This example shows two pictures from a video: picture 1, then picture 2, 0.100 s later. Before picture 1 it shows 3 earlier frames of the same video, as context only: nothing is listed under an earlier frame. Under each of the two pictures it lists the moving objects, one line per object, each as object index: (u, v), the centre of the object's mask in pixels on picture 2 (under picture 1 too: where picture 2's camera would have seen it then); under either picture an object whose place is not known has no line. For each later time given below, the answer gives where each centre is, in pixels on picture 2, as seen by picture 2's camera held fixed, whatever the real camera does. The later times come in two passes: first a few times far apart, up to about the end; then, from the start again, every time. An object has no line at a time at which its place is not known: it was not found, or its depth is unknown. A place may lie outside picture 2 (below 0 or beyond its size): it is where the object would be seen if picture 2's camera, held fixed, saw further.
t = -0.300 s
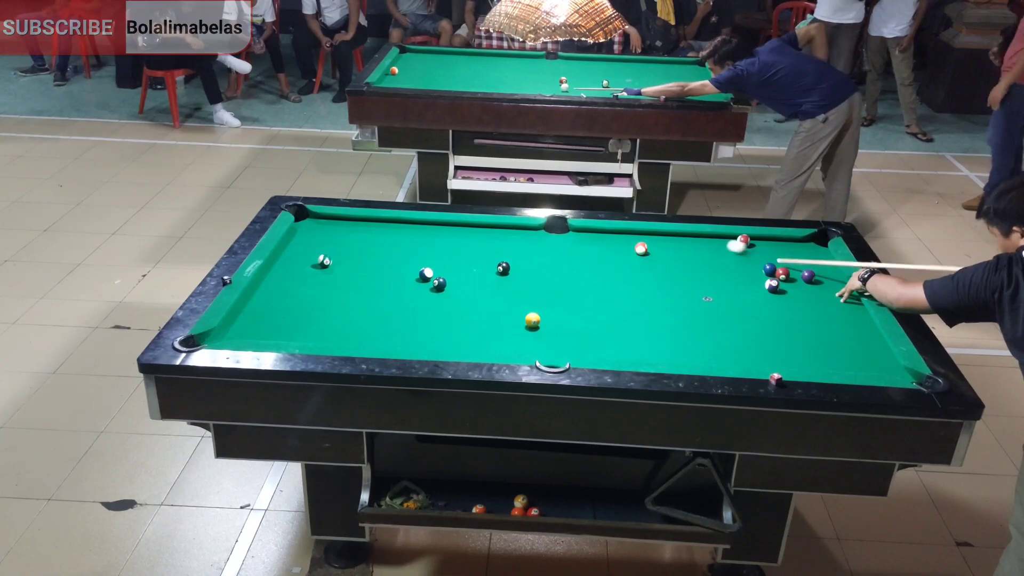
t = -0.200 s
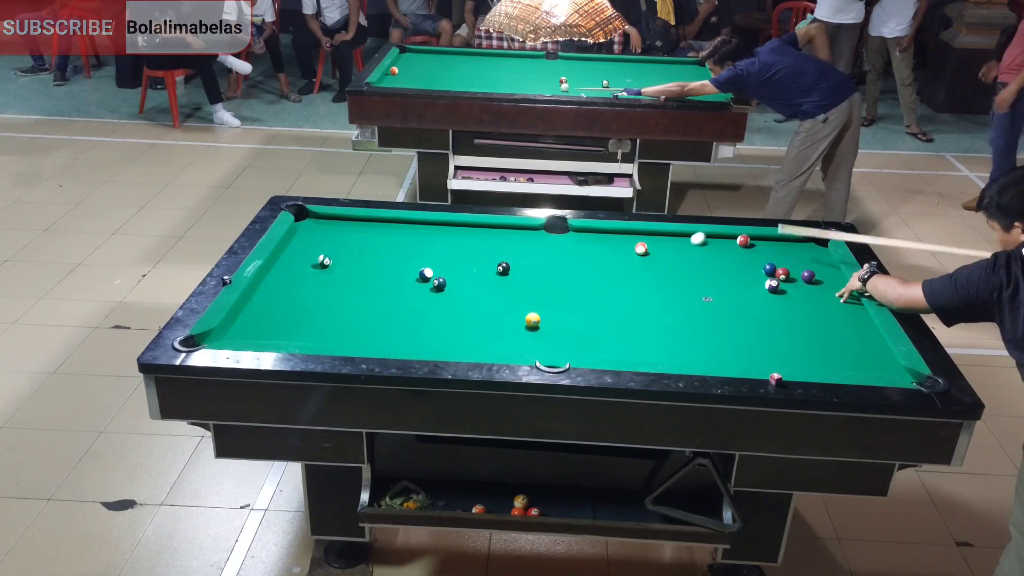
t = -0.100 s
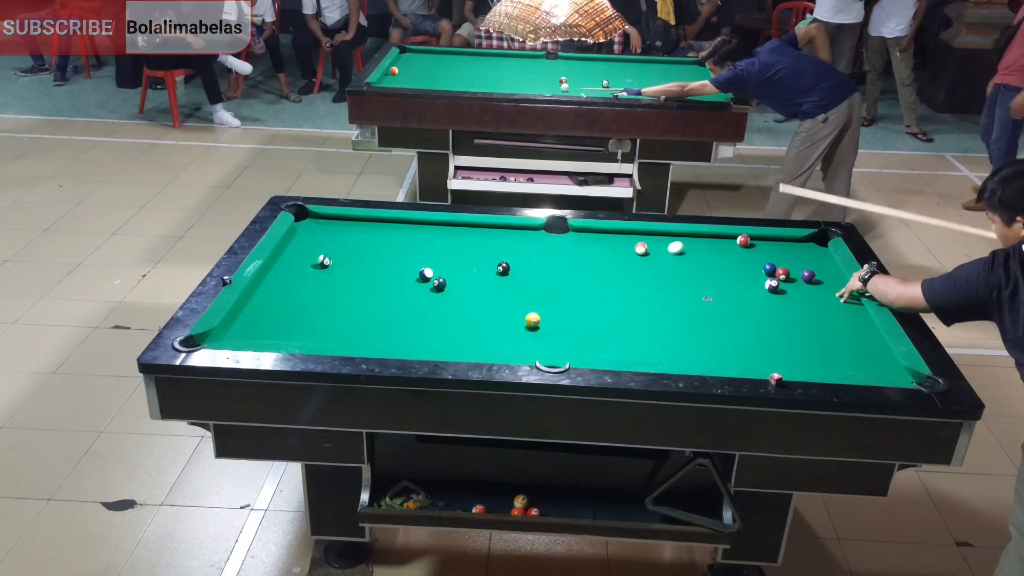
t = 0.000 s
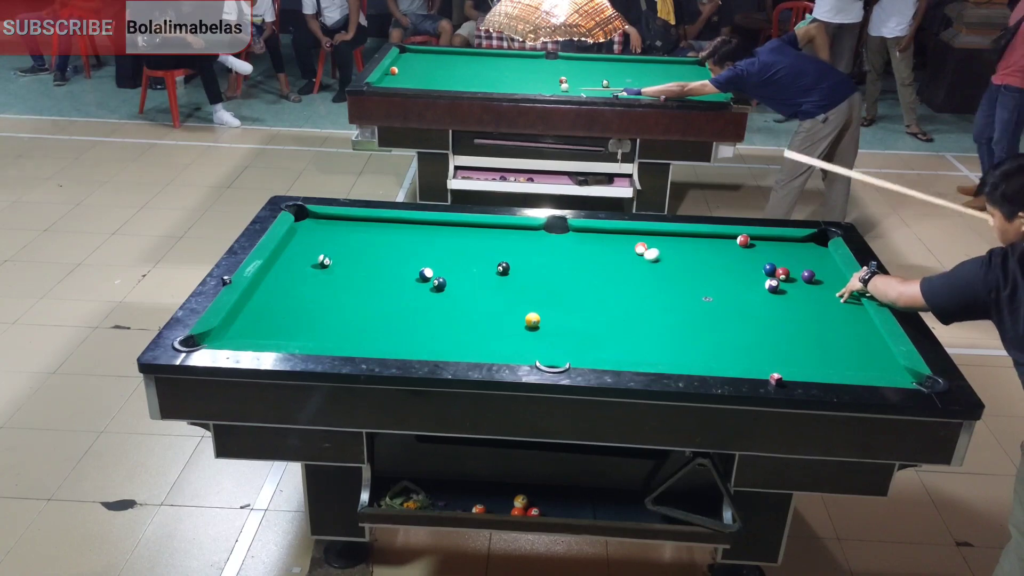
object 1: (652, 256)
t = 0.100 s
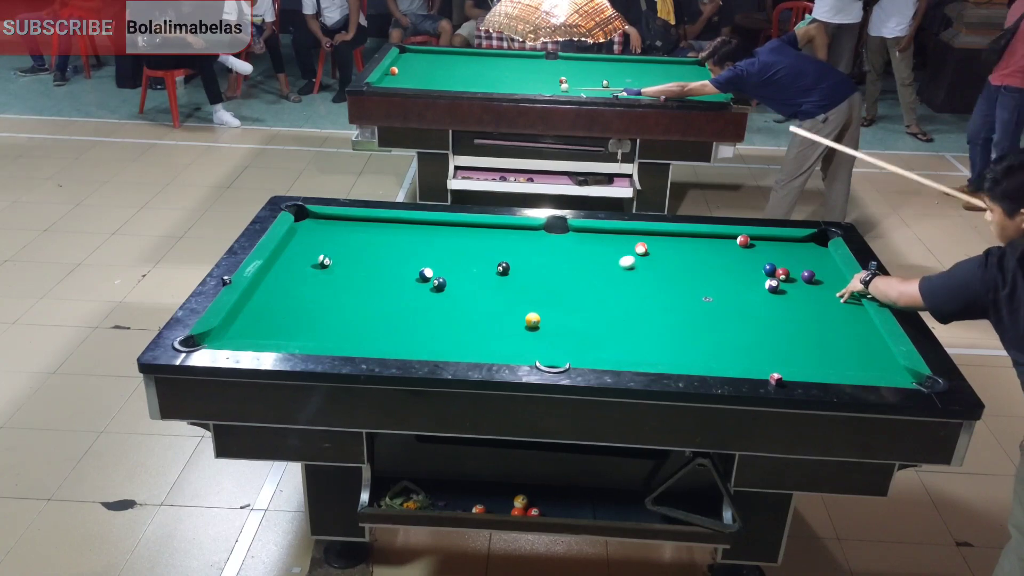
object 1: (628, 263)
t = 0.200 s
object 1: (602, 270)
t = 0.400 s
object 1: (552, 285)
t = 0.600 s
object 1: (498, 301)
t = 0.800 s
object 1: (442, 318)
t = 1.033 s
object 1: (373, 337)
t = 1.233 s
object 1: (330, 337)
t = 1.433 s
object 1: (303, 325)
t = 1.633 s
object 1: (278, 315)
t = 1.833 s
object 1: (256, 305)
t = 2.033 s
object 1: (254, 298)
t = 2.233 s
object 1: (272, 294)
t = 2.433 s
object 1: (288, 291)
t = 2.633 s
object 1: (301, 287)
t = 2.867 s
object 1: (313, 284)
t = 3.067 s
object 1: (322, 282)
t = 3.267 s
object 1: (329, 280)
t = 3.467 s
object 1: (334, 280)
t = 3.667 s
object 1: (337, 279)
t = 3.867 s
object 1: (340, 279)
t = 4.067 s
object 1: (340, 279)
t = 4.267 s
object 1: (340, 279)
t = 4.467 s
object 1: (340, 279)
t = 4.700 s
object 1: (341, 278)
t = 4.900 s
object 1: (340, 279)
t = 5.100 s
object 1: (341, 279)
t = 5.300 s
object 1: (340, 279)
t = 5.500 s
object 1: (341, 279)
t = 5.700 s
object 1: (340, 279)
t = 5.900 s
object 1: (340, 279)
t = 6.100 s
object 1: (340, 279)
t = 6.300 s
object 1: (340, 279)
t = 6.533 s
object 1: (340, 279)
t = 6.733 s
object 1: (340, 279)
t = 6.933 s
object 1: (340, 279)
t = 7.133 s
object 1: (340, 279)
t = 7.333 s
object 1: (340, 279)
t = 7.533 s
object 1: (340, 279)
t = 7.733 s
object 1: (340, 279)
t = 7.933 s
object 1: (340, 279)
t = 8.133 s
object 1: (340, 279)
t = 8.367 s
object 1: (340, 279)
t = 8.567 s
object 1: (340, 279)
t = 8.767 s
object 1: (340, 278)
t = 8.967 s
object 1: (340, 279)
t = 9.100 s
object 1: (340, 278)
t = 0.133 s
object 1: (619, 265)
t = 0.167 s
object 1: (611, 267)
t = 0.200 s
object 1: (602, 270)
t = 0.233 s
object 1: (594, 272)
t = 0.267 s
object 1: (586, 275)
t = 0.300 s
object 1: (577, 277)
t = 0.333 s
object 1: (569, 280)
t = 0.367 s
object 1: (561, 282)
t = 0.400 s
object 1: (552, 285)
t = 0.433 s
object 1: (543, 287)
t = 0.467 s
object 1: (534, 290)
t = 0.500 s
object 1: (525, 292)
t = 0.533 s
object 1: (516, 295)
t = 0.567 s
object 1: (507, 298)
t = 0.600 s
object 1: (498, 301)
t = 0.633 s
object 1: (489, 303)
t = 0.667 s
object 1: (480, 306)
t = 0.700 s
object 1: (471, 309)
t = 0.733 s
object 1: (462, 312)
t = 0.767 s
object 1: (452, 314)
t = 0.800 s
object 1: (442, 318)
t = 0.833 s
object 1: (433, 320)
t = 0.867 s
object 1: (423, 323)
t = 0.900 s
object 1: (413, 326)
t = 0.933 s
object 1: (403, 329)
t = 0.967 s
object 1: (393, 332)
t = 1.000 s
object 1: (383, 335)
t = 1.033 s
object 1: (373, 337)
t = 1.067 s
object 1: (363, 339)
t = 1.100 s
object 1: (354, 341)
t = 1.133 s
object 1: (344, 342)
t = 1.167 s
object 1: (340, 340)
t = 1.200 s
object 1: (335, 338)
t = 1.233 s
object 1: (330, 337)
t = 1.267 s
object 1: (325, 335)
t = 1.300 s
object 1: (320, 333)
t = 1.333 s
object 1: (316, 331)
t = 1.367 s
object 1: (311, 329)
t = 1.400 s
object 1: (307, 327)
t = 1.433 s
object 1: (303, 325)
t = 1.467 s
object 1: (298, 324)
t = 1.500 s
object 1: (294, 322)
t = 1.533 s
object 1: (290, 320)
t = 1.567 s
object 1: (286, 318)
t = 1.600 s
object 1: (282, 316)
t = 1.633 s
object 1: (278, 315)
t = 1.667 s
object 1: (274, 313)
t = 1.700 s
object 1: (271, 311)
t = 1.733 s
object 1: (267, 310)
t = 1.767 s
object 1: (263, 308)
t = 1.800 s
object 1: (260, 306)
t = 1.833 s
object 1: (256, 305)
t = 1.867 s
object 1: (253, 303)
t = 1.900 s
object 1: (249, 302)
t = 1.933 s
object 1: (246, 300)
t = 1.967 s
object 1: (248, 299)
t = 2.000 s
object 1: (251, 298)
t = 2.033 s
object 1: (254, 298)
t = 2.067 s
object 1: (257, 297)
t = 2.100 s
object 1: (260, 296)
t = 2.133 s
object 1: (263, 296)
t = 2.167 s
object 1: (266, 295)
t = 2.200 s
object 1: (269, 295)
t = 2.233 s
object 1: (272, 294)
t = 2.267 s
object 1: (275, 293)
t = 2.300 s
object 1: (278, 293)
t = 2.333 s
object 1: (280, 292)
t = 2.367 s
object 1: (283, 292)
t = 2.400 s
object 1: (285, 291)
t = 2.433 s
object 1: (288, 291)
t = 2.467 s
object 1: (290, 290)
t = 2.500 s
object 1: (292, 289)
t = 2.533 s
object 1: (294, 289)
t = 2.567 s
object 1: (297, 288)
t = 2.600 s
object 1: (299, 288)
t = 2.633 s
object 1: (301, 287)
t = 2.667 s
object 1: (303, 287)
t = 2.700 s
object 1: (305, 286)
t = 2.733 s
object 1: (307, 286)
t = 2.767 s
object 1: (308, 286)
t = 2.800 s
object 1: (310, 285)
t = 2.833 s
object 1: (312, 285)
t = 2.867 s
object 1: (313, 284)
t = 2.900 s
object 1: (315, 284)
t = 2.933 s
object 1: (316, 283)
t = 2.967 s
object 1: (318, 283)
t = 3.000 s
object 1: (319, 283)
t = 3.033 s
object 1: (321, 282)
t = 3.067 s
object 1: (322, 282)
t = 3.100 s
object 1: (323, 281)
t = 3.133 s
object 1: (325, 281)
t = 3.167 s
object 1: (326, 281)
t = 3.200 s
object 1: (327, 281)
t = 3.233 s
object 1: (328, 281)
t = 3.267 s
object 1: (329, 280)
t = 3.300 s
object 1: (330, 280)
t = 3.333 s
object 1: (331, 280)
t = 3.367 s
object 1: (332, 280)
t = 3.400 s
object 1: (332, 280)
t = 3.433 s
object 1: (333, 280)
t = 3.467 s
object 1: (334, 280)
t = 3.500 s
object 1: (335, 279)
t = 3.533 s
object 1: (335, 279)
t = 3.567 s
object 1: (336, 279)
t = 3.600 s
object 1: (336, 279)
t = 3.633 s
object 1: (337, 279)
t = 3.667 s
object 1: (337, 279)
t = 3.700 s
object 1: (338, 279)
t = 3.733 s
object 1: (338, 279)
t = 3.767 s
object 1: (338, 279)
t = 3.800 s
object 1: (339, 279)
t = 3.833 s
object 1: (339, 279)
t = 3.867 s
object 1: (340, 279)
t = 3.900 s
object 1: (340, 279)
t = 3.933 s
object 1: (340, 279)
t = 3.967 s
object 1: (340, 279)
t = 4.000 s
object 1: (340, 279)
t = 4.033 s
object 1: (340, 279)
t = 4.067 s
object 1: (340, 279)
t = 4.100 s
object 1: (340, 279)
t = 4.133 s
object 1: (340, 279)
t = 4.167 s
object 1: (340, 279)
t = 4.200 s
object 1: (340, 279)
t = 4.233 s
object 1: (340, 279)
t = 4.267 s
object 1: (340, 279)
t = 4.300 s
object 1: (340, 279)
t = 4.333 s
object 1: (340, 279)
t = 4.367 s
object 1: (340, 279)
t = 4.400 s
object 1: (340, 279)
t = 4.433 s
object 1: (340, 279)
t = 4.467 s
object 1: (340, 279)
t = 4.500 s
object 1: (341, 278)
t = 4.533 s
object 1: (341, 278)
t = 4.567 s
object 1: (341, 278)
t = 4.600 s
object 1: (341, 279)
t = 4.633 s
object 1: (341, 279)
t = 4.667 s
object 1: (340, 279)
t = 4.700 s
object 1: (341, 278)
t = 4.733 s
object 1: (341, 278)
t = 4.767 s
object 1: (341, 278)
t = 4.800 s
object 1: (341, 278)
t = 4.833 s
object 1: (341, 278)
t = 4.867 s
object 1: (341, 278)
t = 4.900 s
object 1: (340, 279)
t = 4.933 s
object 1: (340, 279)
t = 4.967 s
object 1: (340, 279)
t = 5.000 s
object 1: (340, 279)
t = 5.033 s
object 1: (340, 279)
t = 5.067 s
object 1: (341, 279)
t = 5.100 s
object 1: (341, 279)
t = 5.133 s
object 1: (341, 279)
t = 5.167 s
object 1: (341, 279)
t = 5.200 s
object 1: (340, 279)
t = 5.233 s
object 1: (341, 279)
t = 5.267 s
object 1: (340, 279)
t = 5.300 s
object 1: (340, 279)
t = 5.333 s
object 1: (341, 279)
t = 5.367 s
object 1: (341, 279)
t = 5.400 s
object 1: (340, 279)
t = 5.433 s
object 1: (341, 278)
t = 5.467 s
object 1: (340, 279)
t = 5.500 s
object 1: (341, 279)
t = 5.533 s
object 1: (340, 279)
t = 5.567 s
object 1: (340, 279)
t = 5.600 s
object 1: (341, 279)
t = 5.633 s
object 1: (341, 279)
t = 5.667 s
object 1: (340, 279)
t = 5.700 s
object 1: (340, 279)
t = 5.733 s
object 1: (340, 279)
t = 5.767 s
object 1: (340, 279)
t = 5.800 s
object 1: (340, 279)
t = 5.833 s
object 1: (340, 279)
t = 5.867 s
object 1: (340, 279)
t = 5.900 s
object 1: (340, 279)
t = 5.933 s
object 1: (340, 279)
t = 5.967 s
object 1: (340, 279)
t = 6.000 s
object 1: (340, 279)
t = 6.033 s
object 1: (340, 279)
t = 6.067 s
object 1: (340, 279)
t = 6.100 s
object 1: (340, 279)
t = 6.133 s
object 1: (340, 279)
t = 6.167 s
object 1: (340, 279)
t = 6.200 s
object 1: (340, 279)
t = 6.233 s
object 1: (340, 279)
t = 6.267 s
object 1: (340, 279)
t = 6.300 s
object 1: (340, 279)
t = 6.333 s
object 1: (340, 279)
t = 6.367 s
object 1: (340, 279)
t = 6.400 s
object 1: (340, 279)
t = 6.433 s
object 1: (340, 279)
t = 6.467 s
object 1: (340, 279)
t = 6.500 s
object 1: (340, 279)
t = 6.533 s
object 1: (340, 279)
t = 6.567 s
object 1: (340, 279)
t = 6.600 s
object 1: (340, 279)
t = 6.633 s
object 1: (340, 279)
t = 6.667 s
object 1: (340, 279)
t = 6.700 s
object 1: (340, 279)
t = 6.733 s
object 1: (340, 279)
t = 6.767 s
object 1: (340, 279)
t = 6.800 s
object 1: (340, 279)
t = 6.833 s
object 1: (340, 279)
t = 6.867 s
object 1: (340, 279)
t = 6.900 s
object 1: (340, 279)
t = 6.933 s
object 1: (340, 279)
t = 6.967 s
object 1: (340, 279)
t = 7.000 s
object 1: (340, 279)
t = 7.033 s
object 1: (340, 279)
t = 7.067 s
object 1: (340, 279)
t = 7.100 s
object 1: (340, 279)
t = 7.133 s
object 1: (340, 279)
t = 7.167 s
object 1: (340, 279)
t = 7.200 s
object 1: (340, 279)
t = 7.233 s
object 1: (340, 279)
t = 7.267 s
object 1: (340, 279)
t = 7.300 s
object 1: (340, 279)
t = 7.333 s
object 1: (340, 279)
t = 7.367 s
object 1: (340, 279)
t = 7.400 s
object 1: (340, 279)
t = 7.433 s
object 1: (340, 279)
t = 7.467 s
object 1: (340, 279)
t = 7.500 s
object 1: (340, 279)
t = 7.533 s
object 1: (340, 279)
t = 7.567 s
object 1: (340, 279)
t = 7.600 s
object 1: (340, 279)
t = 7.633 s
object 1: (340, 279)
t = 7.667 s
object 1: (340, 279)
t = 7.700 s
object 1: (340, 279)
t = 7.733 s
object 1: (340, 279)
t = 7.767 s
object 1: (340, 279)
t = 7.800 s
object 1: (340, 279)
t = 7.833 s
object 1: (340, 279)
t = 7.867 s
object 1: (340, 279)
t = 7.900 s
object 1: (340, 279)
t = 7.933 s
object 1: (340, 279)
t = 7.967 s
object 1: (340, 279)
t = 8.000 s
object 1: (340, 278)
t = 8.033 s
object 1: (340, 279)
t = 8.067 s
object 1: (340, 278)
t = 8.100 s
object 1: (340, 279)
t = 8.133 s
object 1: (340, 279)
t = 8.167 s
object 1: (340, 278)
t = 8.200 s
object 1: (340, 279)
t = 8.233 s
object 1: (340, 279)
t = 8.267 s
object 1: (340, 279)
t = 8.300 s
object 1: (340, 279)
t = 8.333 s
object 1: (340, 279)
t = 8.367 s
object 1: (340, 279)
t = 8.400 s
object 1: (340, 279)
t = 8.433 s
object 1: (340, 279)
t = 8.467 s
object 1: (340, 279)
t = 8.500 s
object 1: (340, 279)
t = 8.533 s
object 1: (340, 279)
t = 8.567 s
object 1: (340, 279)
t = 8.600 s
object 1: (340, 278)
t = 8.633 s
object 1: (340, 278)
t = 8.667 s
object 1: (340, 279)
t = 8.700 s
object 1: (340, 279)
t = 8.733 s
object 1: (340, 279)
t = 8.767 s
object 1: (340, 278)
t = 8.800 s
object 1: (340, 279)
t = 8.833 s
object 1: (340, 279)
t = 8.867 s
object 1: (340, 278)
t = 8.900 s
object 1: (340, 279)
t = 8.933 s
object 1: (340, 279)
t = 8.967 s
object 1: (340, 279)
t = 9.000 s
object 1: (340, 279)
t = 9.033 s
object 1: (340, 279)
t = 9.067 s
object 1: (340, 278)
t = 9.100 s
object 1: (340, 278)
